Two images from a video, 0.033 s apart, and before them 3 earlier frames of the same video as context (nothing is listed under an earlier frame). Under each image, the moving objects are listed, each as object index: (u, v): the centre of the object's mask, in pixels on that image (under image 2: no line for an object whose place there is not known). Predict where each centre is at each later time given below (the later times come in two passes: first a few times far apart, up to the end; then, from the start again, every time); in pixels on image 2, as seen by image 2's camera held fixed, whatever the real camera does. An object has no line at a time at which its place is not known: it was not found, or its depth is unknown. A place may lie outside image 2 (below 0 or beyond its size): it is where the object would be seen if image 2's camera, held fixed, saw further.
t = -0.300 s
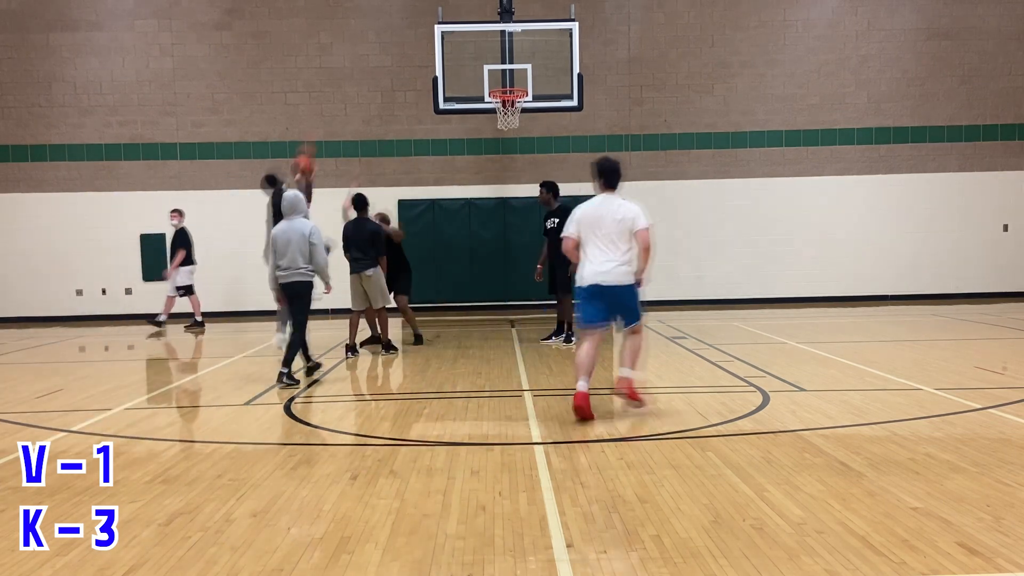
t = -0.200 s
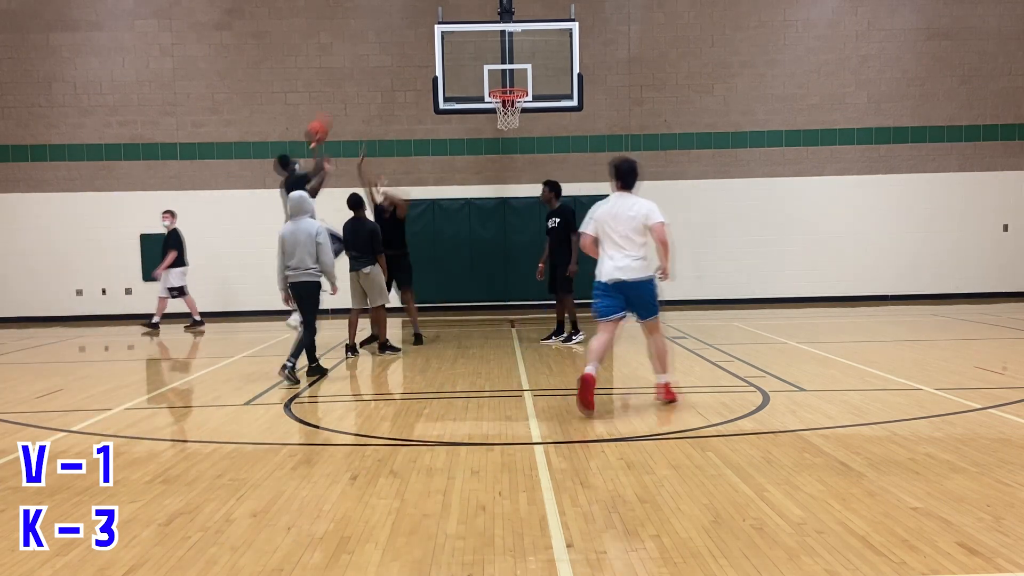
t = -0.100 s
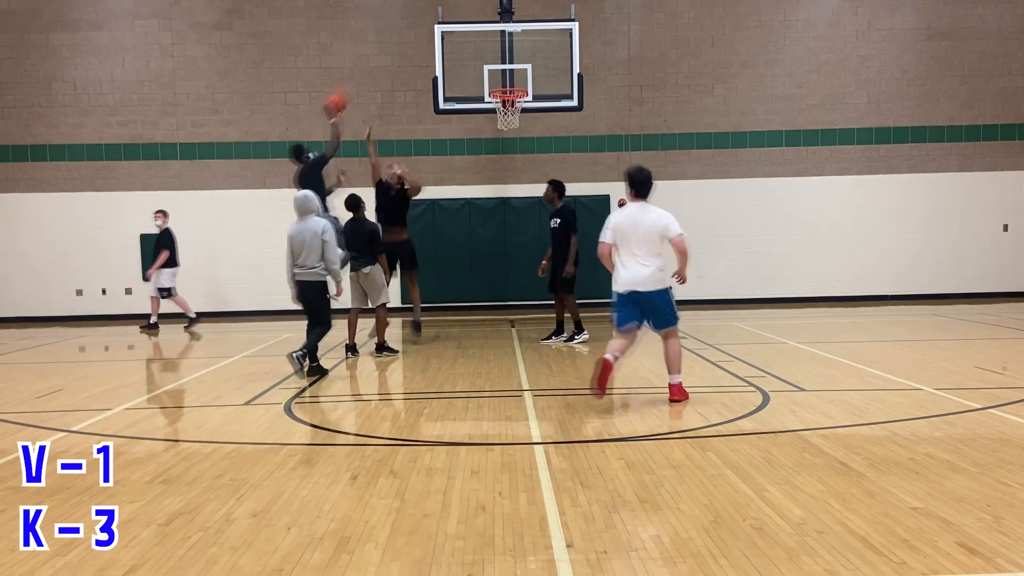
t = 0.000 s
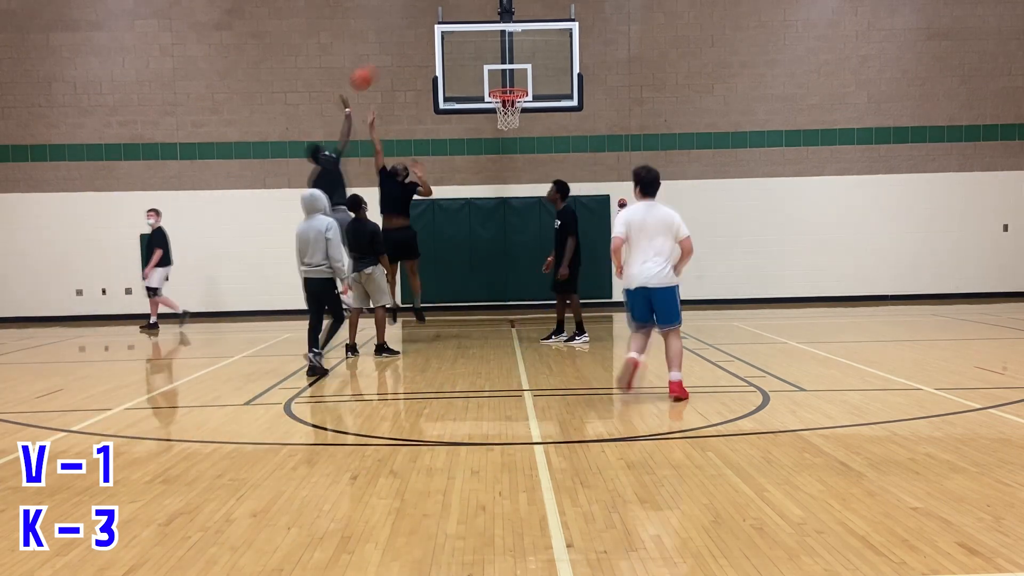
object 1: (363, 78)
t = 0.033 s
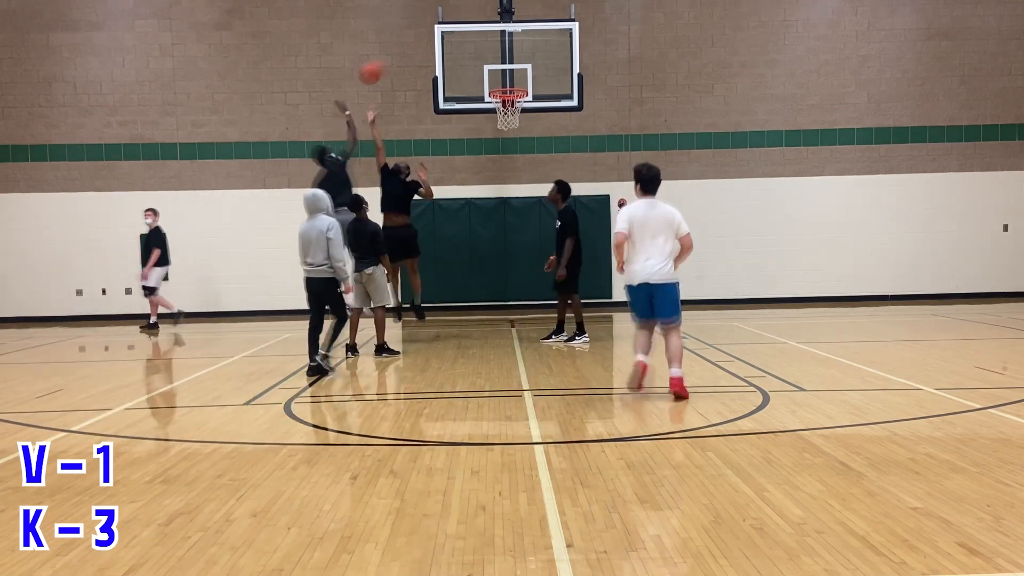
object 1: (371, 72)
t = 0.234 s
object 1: (421, 58)
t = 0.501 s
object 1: (481, 86)
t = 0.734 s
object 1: (429, 91)
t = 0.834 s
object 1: (406, 106)
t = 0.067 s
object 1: (379, 67)
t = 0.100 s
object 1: (389, 63)
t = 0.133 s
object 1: (396, 61)
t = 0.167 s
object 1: (405, 59)
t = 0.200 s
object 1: (413, 58)
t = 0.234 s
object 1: (421, 58)
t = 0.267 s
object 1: (428, 59)
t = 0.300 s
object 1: (438, 60)
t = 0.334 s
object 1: (447, 63)
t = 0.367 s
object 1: (454, 66)
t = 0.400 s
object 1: (462, 70)
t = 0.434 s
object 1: (470, 75)
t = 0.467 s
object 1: (477, 81)
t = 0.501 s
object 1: (481, 86)
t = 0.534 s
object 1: (476, 85)
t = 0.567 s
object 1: (468, 84)
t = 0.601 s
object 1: (461, 84)
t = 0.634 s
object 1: (453, 84)
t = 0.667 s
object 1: (447, 85)
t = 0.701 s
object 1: (437, 87)
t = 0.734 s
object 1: (429, 91)
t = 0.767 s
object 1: (421, 95)
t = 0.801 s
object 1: (414, 100)
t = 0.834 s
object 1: (406, 106)
